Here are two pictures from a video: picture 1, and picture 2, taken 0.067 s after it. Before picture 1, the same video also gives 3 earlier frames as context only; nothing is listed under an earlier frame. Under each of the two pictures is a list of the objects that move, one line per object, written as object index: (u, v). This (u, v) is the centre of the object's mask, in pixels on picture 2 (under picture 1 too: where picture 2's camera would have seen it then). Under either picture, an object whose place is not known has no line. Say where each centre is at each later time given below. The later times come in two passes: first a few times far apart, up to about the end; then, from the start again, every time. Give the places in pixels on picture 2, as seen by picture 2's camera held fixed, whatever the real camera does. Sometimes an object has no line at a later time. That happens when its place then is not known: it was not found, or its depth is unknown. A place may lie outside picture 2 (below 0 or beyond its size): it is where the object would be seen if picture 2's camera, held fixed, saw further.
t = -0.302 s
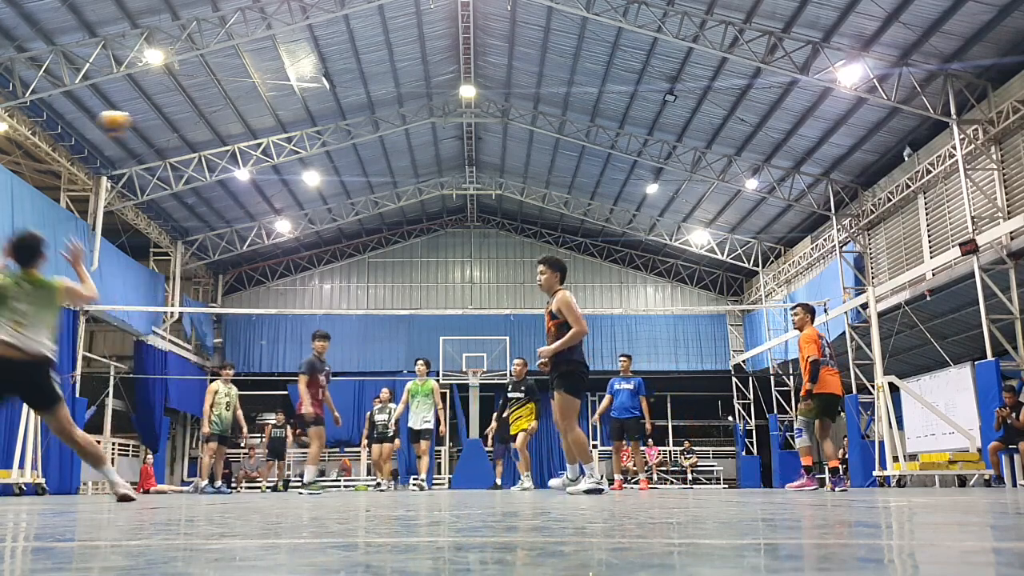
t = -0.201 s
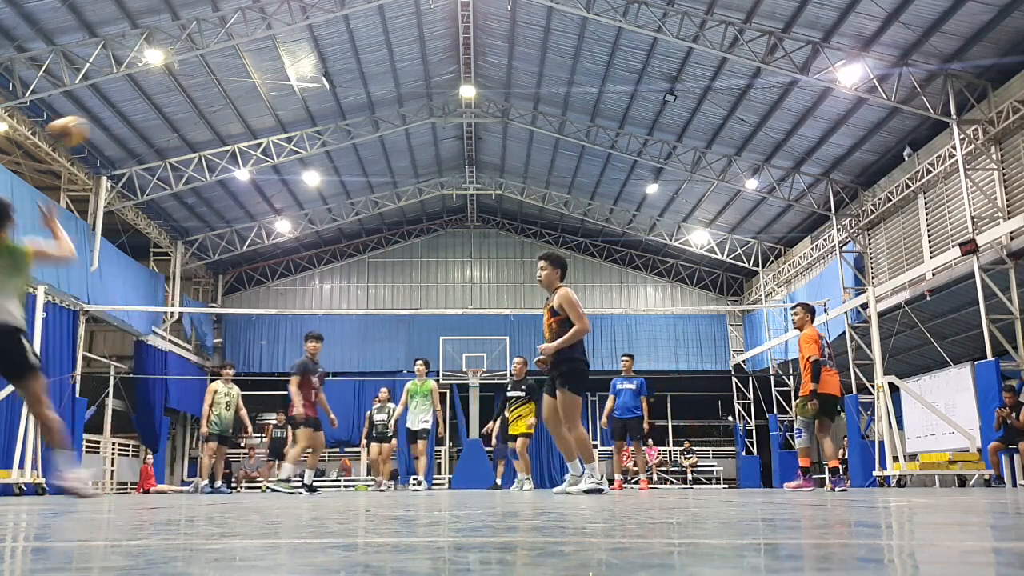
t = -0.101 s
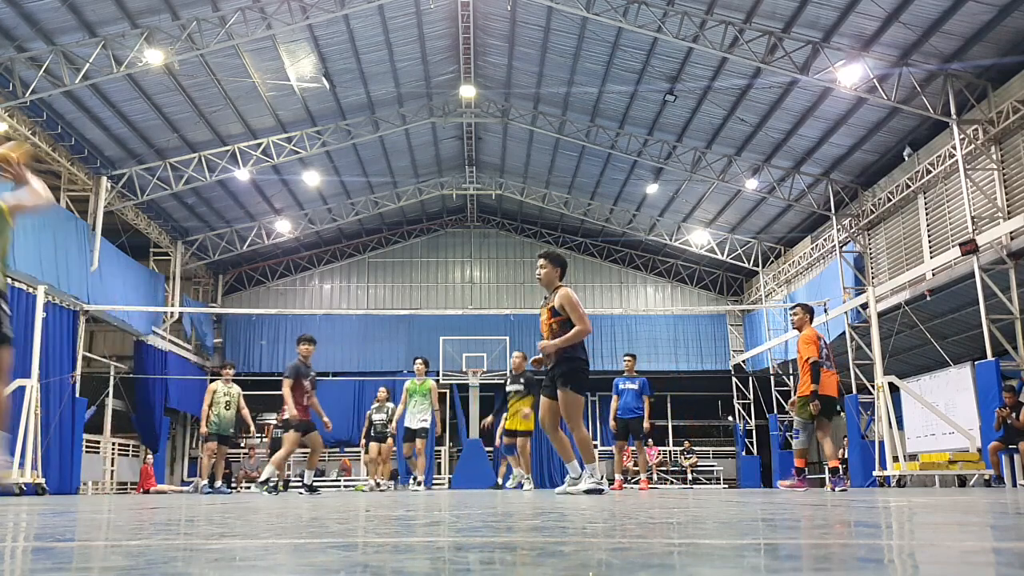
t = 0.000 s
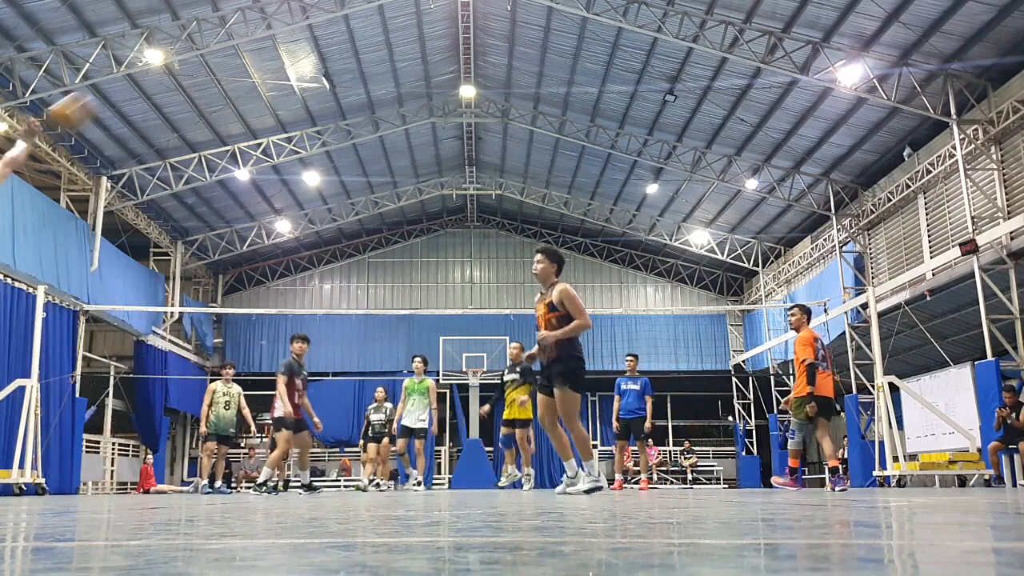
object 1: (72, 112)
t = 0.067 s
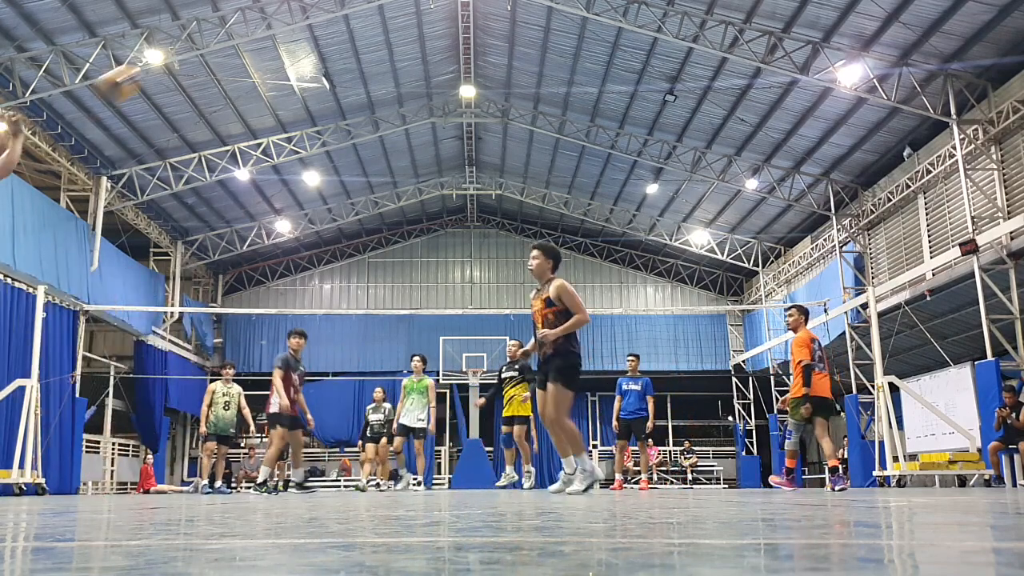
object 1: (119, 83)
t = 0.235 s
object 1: (220, 44)
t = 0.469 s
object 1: (330, 52)
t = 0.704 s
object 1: (416, 111)
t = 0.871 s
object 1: (466, 178)
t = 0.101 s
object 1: (139, 74)
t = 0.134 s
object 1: (166, 63)
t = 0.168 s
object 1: (183, 55)
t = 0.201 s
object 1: (202, 47)
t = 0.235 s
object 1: (220, 44)
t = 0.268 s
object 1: (239, 41)
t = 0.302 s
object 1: (255, 40)
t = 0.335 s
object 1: (271, 40)
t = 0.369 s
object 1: (287, 41)
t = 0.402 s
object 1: (303, 44)
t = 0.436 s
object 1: (317, 48)
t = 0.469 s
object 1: (330, 52)
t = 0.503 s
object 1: (343, 58)
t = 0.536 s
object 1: (357, 65)
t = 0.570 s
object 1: (369, 72)
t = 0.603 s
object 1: (381, 80)
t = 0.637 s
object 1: (394, 90)
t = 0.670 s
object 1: (405, 101)
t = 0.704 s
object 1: (416, 111)
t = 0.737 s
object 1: (426, 122)
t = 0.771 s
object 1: (437, 135)
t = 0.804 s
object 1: (447, 150)
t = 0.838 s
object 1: (456, 163)
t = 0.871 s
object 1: (466, 178)
